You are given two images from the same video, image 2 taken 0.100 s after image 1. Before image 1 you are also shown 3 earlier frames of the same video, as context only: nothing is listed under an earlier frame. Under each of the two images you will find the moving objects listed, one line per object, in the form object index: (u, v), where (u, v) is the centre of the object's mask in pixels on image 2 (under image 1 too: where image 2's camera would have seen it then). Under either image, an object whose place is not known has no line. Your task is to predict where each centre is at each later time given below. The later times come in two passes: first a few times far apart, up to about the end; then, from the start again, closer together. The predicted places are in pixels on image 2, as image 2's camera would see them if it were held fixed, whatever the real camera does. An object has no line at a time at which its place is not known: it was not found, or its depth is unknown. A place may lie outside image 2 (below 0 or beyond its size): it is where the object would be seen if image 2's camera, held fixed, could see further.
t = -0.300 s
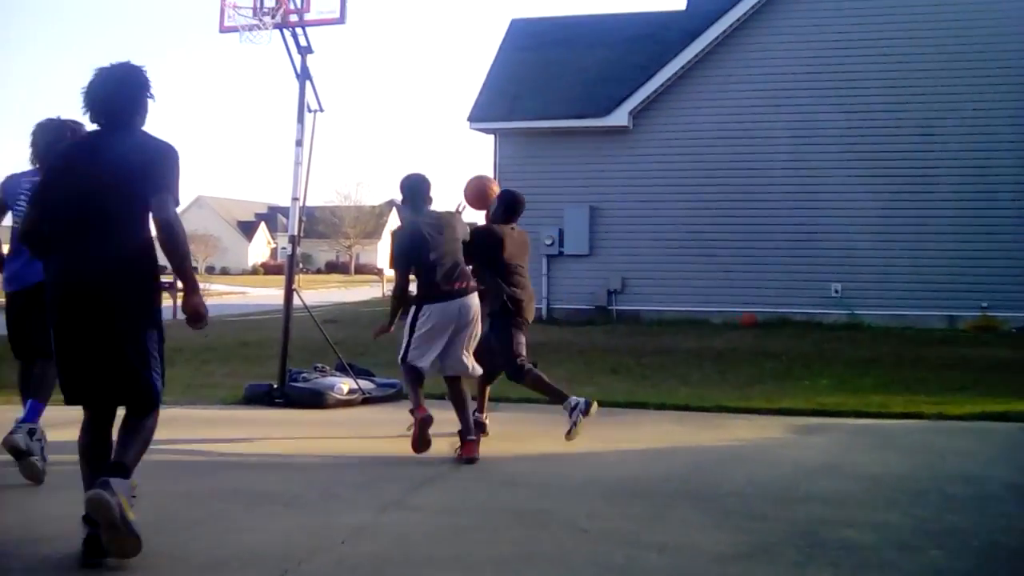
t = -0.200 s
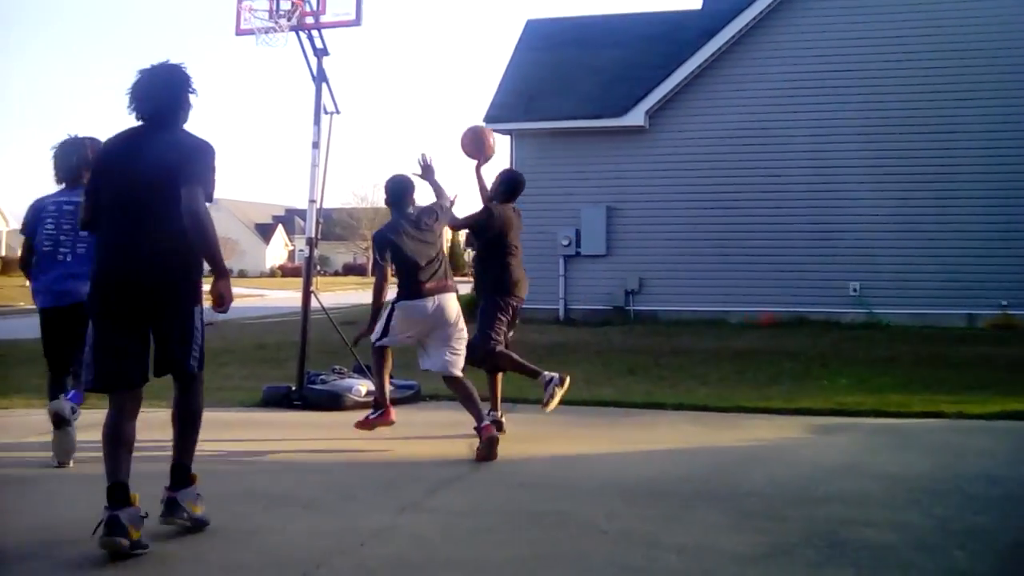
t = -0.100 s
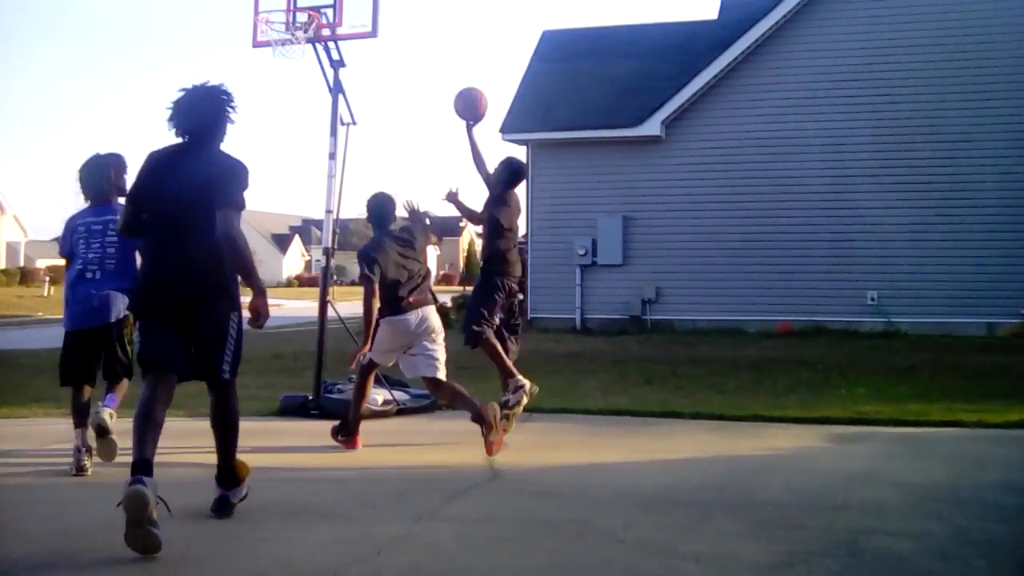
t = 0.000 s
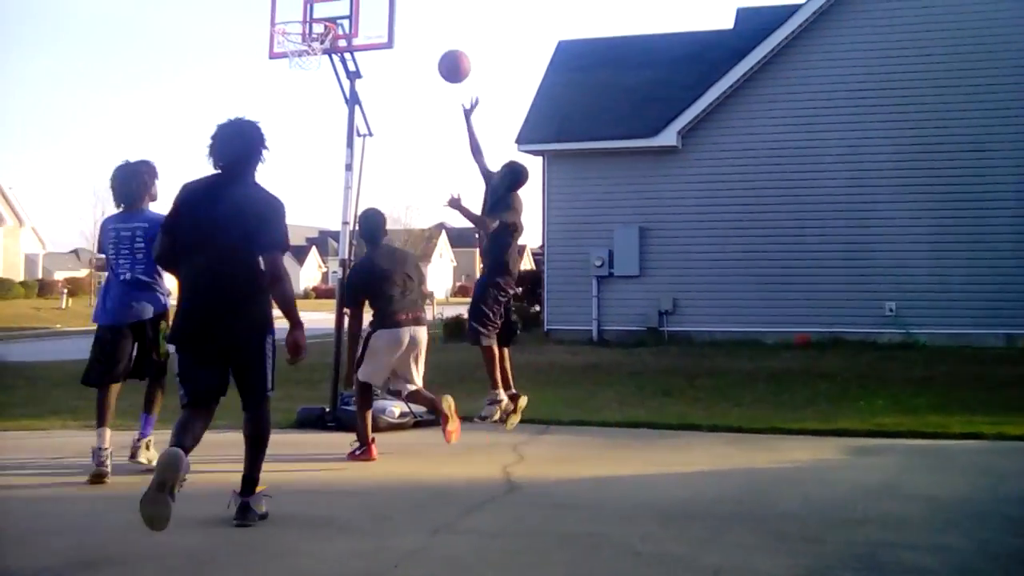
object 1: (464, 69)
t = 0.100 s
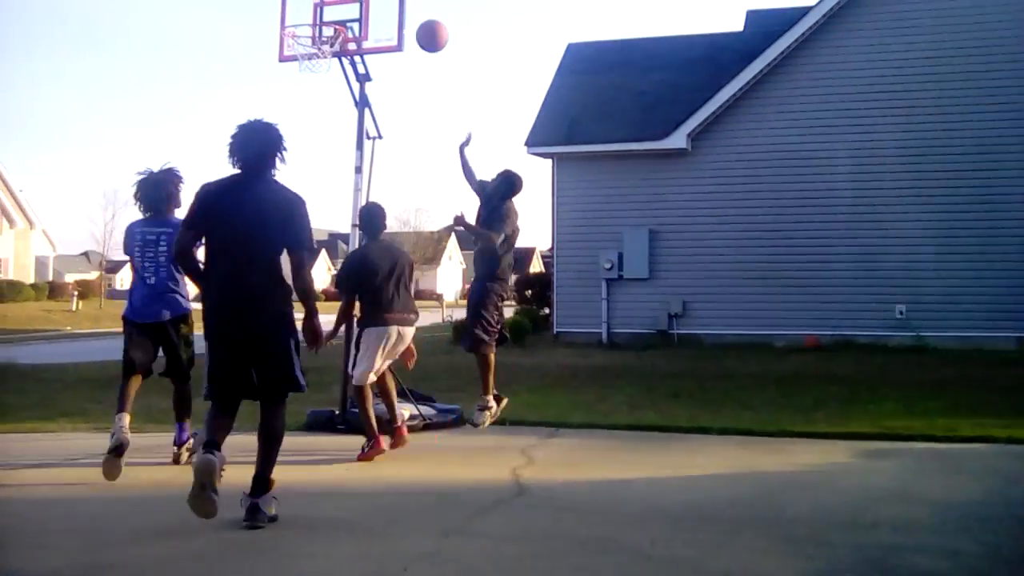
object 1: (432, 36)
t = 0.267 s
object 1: (382, 17)
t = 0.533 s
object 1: (321, 14)
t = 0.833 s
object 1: (279, 10)
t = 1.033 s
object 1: (258, 28)
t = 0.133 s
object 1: (422, 29)
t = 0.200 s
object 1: (401, 20)
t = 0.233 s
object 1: (391, 17)
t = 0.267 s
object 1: (382, 17)
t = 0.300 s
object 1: (373, 17)
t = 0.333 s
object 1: (363, 17)
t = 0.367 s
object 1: (354, 17)
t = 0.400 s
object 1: (345, 16)
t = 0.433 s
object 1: (337, 16)
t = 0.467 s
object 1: (331, 13)
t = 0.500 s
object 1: (326, 12)
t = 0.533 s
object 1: (321, 14)
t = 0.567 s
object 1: (316, 18)
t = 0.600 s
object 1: (311, 20)
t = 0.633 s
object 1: (305, 18)
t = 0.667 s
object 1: (299, 19)
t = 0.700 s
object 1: (293, 17)
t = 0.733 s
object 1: (288, 15)
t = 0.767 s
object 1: (284, 13)
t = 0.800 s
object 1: (281, 11)
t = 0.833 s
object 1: (279, 10)
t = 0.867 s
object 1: (276, 10)
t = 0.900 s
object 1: (272, 10)
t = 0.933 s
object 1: (268, 13)
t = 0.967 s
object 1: (265, 17)
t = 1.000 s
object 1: (261, 22)
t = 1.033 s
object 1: (258, 28)
